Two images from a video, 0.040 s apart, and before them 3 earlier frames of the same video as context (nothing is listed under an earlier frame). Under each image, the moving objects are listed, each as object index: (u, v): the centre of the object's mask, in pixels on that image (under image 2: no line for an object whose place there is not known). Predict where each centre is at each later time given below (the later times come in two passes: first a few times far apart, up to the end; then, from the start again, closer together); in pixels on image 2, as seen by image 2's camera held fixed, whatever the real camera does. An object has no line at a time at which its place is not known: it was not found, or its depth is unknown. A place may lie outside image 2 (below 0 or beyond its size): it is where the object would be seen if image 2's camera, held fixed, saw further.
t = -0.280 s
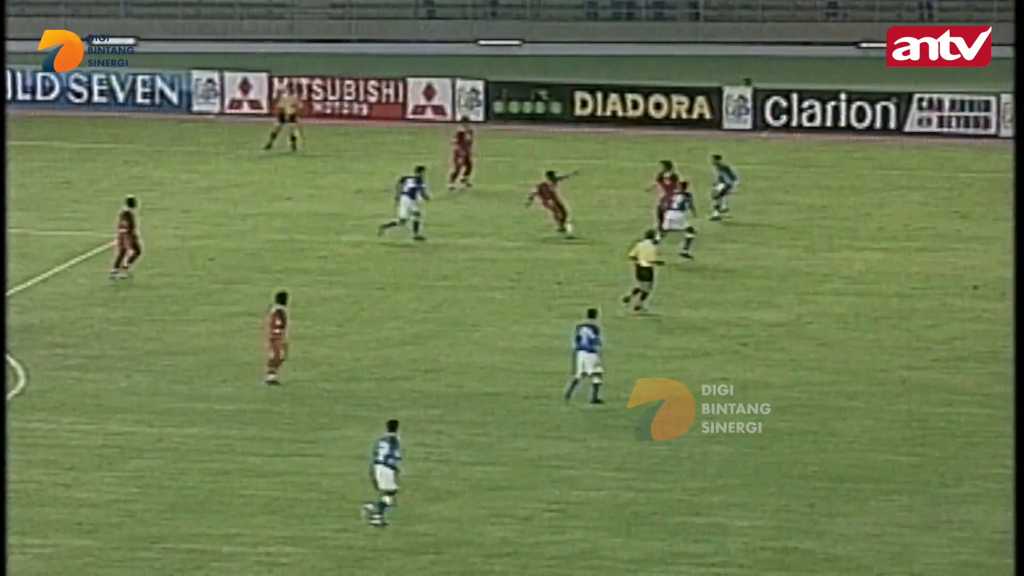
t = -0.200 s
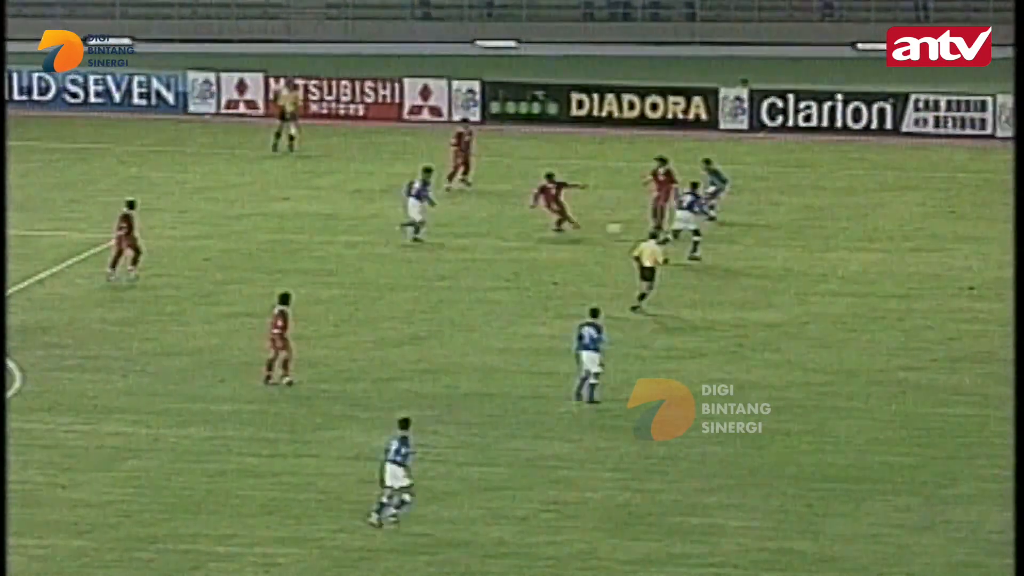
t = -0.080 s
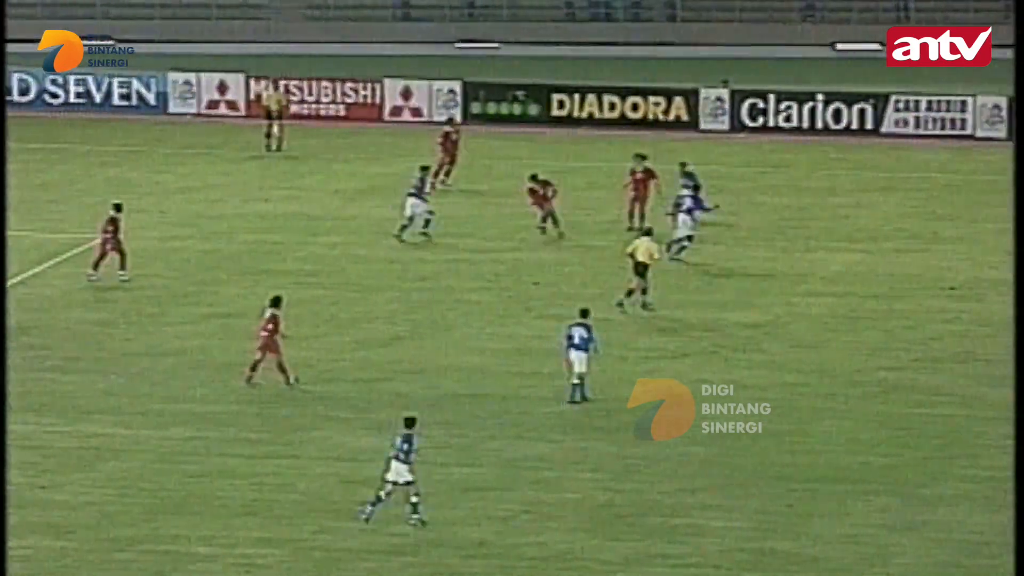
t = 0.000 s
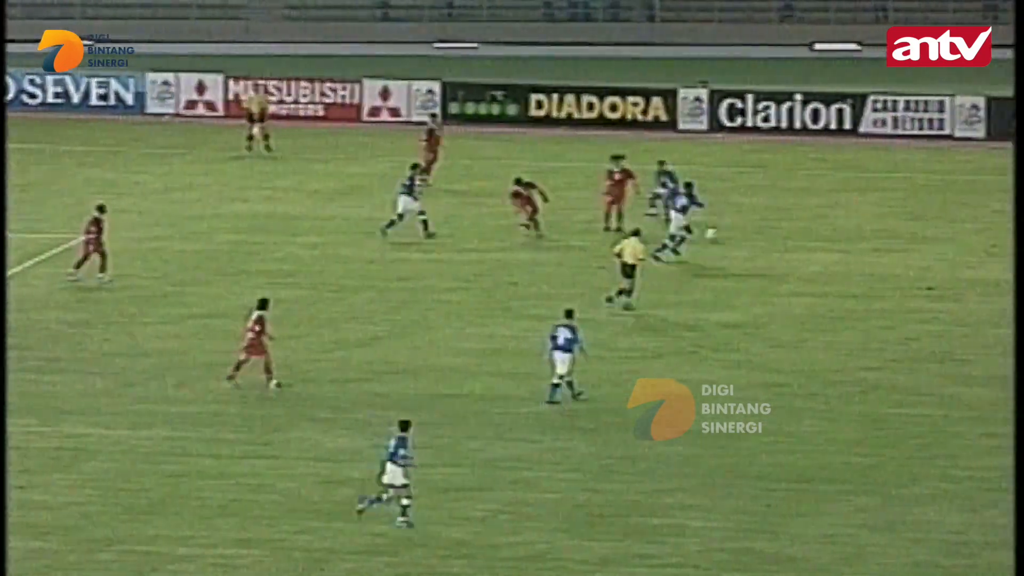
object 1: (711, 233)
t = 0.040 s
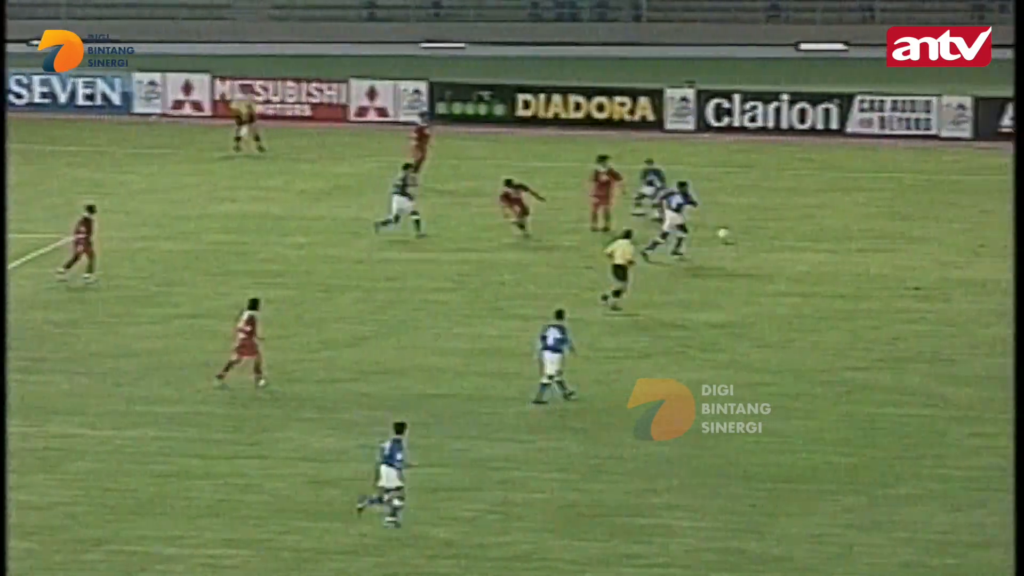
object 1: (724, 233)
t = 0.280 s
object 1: (869, 236)
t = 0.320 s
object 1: (889, 239)
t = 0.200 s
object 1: (831, 238)
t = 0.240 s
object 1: (847, 237)
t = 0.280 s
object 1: (869, 236)
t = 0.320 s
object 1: (889, 239)
